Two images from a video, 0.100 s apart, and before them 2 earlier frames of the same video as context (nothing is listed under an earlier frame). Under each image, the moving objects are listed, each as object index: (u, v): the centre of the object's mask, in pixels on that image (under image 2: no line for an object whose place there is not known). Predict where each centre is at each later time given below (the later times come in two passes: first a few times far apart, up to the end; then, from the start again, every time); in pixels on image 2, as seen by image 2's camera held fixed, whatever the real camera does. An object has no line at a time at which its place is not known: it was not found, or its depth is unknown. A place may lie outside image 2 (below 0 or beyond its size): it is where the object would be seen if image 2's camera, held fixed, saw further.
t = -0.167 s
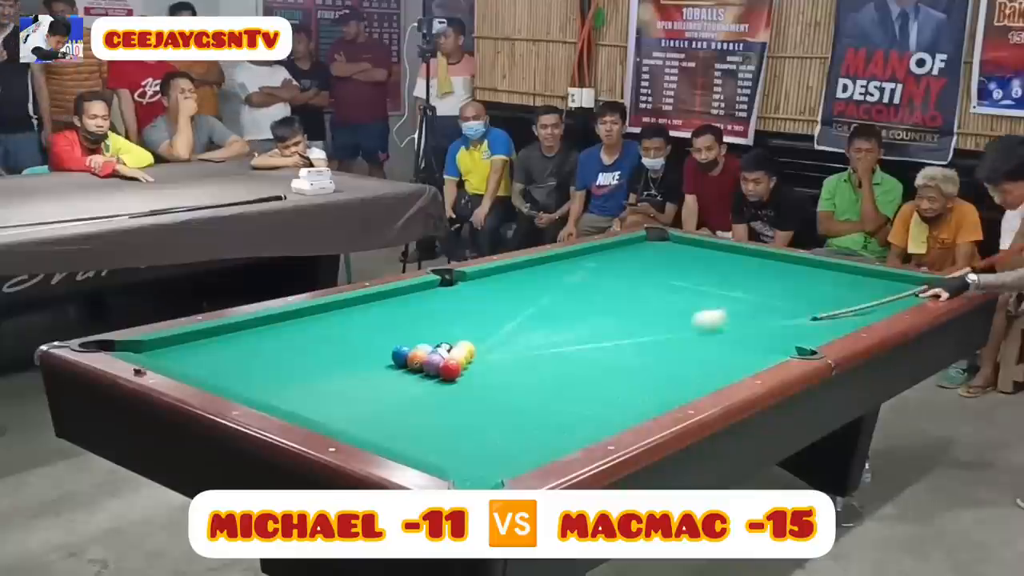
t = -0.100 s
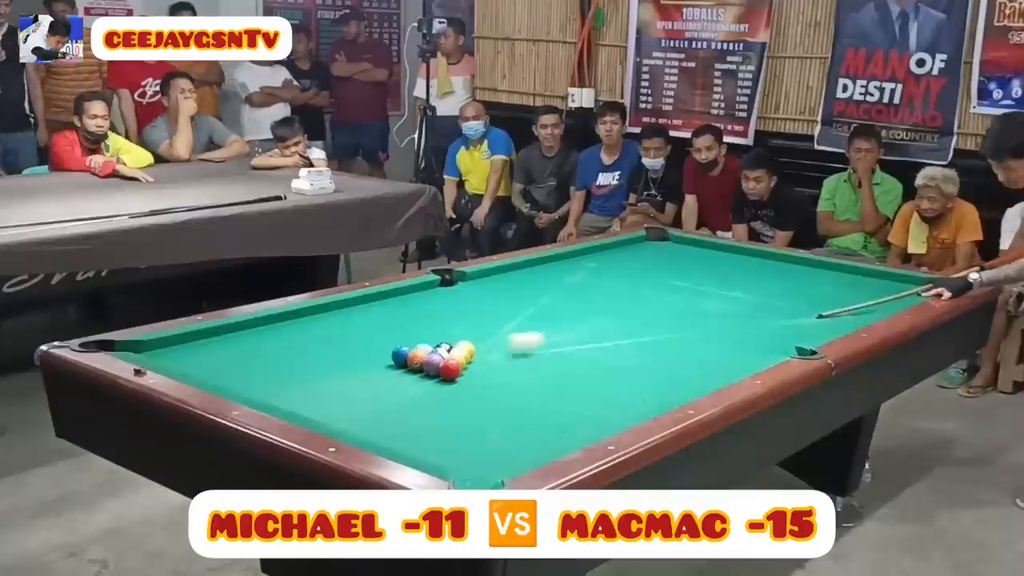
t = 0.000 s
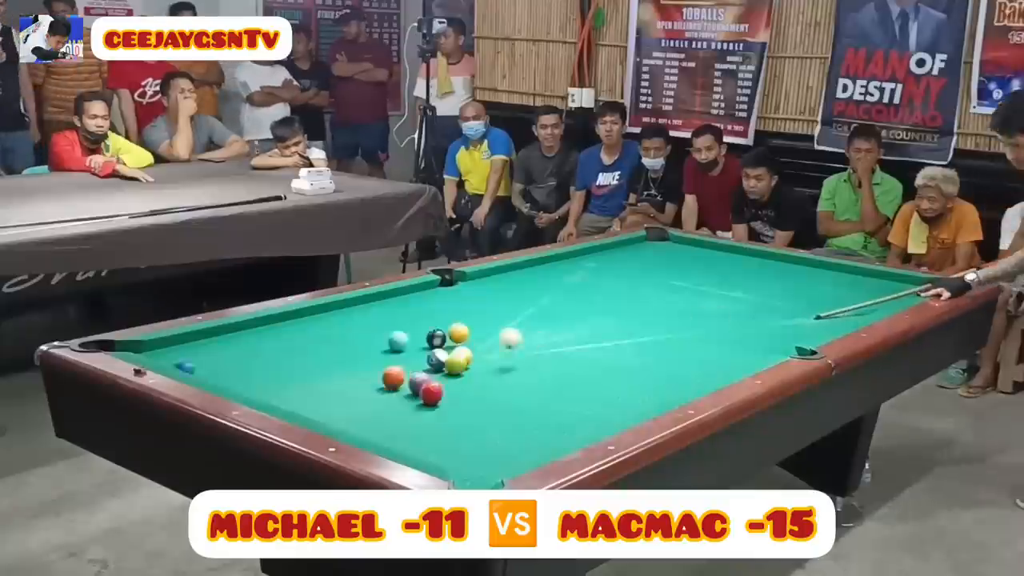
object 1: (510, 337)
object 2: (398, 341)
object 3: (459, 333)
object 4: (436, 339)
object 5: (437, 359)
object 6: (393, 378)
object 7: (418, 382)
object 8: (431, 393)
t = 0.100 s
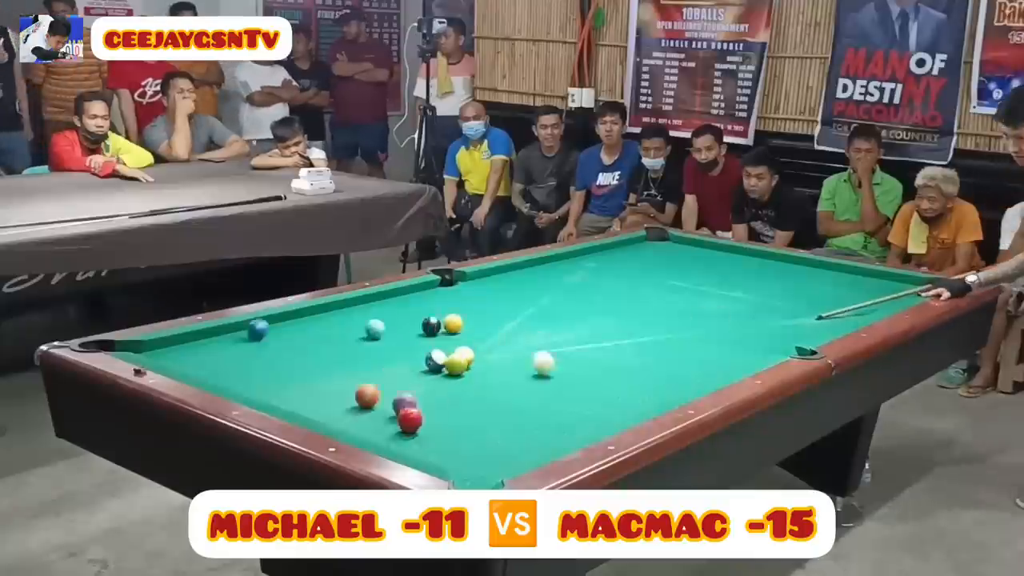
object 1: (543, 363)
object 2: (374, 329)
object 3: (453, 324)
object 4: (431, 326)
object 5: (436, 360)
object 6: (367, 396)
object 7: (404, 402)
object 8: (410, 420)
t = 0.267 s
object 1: (584, 377)
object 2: (343, 313)
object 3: (446, 306)
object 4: (427, 309)
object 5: (434, 362)
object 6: (339, 419)
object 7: (381, 436)
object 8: (424, 441)
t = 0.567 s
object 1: (636, 402)
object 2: (389, 311)
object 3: (450, 284)
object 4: (510, 307)
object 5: (430, 364)
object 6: (431, 407)
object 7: (488, 434)
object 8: (544, 428)
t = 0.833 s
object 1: (623, 395)
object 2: (450, 314)
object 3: (511, 283)
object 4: (569, 305)
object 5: (429, 365)
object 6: (502, 396)
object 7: (575, 427)
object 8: (613, 411)
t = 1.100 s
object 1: (606, 385)
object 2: (509, 317)
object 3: (567, 282)
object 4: (625, 302)
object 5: (428, 365)
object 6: (566, 387)
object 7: (605, 410)
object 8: (633, 390)
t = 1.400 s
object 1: (630, 372)
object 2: (574, 321)
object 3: (627, 281)
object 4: (682, 298)
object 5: (428, 365)
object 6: (586, 380)
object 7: (619, 389)
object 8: (652, 368)
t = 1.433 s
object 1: (633, 370)
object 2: (581, 322)
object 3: (634, 281)
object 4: (688, 298)
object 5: (429, 365)
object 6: (587, 379)
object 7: (620, 387)
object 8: (654, 366)
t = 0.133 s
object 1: (552, 363)
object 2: (368, 326)
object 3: (451, 320)
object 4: (430, 322)
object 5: (435, 361)
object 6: (358, 402)
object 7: (399, 409)
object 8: (403, 428)
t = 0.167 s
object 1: (561, 363)
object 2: (362, 323)
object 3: (450, 316)
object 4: (428, 319)
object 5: (435, 361)
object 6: (349, 408)
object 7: (395, 417)
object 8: (396, 436)
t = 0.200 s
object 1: (569, 368)
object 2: (355, 319)
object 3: (449, 313)
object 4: (427, 315)
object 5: (435, 361)
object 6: (340, 415)
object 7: (389, 424)
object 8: (394, 440)
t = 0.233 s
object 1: (578, 375)
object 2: (349, 316)
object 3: (447, 309)
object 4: (426, 312)
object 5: (434, 361)
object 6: (332, 418)
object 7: (384, 433)
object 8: (409, 442)
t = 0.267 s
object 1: (584, 377)
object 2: (343, 313)
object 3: (446, 306)
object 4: (427, 309)
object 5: (434, 362)
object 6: (339, 419)
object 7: (381, 436)
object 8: (424, 441)
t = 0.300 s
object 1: (591, 381)
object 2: (337, 310)
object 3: (447, 301)
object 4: (438, 310)
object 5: (433, 362)
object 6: (351, 419)
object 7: (393, 438)
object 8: (439, 439)
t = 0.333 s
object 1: (596, 384)
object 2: (330, 307)
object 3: (442, 299)
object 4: (450, 311)
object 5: (433, 362)
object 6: (361, 418)
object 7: (406, 438)
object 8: (452, 438)
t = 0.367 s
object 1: (602, 387)
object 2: (340, 307)
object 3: (442, 297)
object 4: (460, 310)
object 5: (432, 363)
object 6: (372, 416)
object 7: (418, 438)
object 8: (466, 436)
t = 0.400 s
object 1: (608, 390)
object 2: (349, 308)
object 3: (441, 294)
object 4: (470, 310)
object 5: (432, 363)
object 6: (382, 414)
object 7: (430, 438)
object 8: (479, 435)
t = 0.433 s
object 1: (613, 393)
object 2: (357, 308)
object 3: (440, 291)
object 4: (478, 310)
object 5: (431, 363)
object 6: (392, 413)
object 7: (442, 437)
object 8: (492, 434)
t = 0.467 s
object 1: (619, 396)
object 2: (365, 309)
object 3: (438, 288)
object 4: (487, 310)
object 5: (431, 364)
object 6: (402, 411)
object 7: (454, 436)
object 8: (505, 432)
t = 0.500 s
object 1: (625, 398)
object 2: (373, 310)
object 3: (437, 285)
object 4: (495, 309)
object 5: (431, 364)
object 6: (411, 410)
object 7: (465, 435)
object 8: (518, 431)
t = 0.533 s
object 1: (630, 401)
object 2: (381, 310)
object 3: (441, 284)
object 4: (503, 309)
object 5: (430, 364)
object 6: (421, 408)
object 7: (477, 434)
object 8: (531, 429)
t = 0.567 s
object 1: (636, 402)
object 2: (389, 311)
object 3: (450, 284)
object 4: (510, 307)
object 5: (430, 364)
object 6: (431, 407)
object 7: (488, 434)
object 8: (544, 428)
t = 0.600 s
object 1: (640, 403)
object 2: (396, 311)
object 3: (458, 284)
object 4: (518, 308)
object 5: (430, 364)
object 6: (440, 405)
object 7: (499, 433)
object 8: (556, 427)
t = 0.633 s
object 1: (637, 402)
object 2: (404, 311)
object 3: (466, 284)
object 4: (525, 308)
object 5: (430, 365)
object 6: (449, 404)
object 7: (511, 432)
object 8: (568, 426)
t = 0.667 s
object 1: (634, 402)
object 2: (412, 312)
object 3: (473, 284)
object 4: (533, 307)
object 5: (430, 364)
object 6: (458, 402)
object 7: (522, 432)
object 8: (580, 424)
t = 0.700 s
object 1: (632, 401)
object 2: (420, 312)
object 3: (481, 284)
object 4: (540, 306)
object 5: (429, 365)
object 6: (467, 401)
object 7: (533, 431)
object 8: (591, 421)
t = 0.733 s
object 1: (630, 400)
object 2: (427, 313)
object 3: (489, 283)
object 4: (548, 306)
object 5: (429, 365)
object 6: (476, 400)
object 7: (543, 431)
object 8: (603, 418)
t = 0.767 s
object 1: (628, 399)
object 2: (435, 313)
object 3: (496, 283)
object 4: (555, 305)
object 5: (429, 365)
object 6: (485, 399)
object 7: (554, 430)
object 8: (607, 416)
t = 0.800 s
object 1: (625, 397)
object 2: (443, 314)
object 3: (503, 283)
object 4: (562, 305)
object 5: (429, 365)
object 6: (493, 397)
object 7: (565, 428)
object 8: (610, 414)
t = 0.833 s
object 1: (623, 395)
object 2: (450, 314)
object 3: (511, 283)
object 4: (569, 305)
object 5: (429, 365)
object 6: (502, 396)
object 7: (575, 427)
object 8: (613, 411)
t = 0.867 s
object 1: (621, 392)
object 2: (458, 314)
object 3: (518, 283)
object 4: (577, 305)
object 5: (429, 365)
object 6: (510, 395)
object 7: (584, 425)
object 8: (615, 409)
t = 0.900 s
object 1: (618, 390)
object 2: (465, 315)
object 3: (525, 283)
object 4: (584, 304)
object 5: (429, 365)
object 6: (518, 393)
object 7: (593, 422)
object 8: (618, 407)
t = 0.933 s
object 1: (615, 389)
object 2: (473, 315)
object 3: (532, 282)
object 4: (591, 304)
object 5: (429, 365)
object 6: (527, 392)
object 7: (595, 420)
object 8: (621, 404)
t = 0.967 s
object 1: (613, 389)
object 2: (480, 315)
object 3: (539, 282)
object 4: (598, 303)
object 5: (429, 365)
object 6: (535, 391)
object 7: (598, 418)
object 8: (624, 402)
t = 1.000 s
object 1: (611, 388)
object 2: (487, 316)
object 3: (546, 282)
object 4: (604, 303)
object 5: (429, 365)
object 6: (542, 390)
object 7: (599, 417)
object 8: (626, 399)
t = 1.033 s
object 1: (609, 387)
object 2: (495, 316)
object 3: (553, 282)
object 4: (611, 302)
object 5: (428, 365)
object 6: (550, 389)
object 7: (602, 414)
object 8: (628, 395)
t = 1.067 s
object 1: (608, 386)
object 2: (502, 317)
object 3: (560, 282)
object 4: (618, 302)
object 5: (428, 365)
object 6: (558, 388)
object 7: (603, 413)
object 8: (631, 393)
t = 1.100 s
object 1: (606, 385)
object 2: (509, 317)
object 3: (567, 282)
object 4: (625, 302)
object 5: (428, 365)
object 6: (566, 387)
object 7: (605, 410)
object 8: (633, 390)
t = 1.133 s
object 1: (603, 384)
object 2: (517, 318)
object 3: (574, 282)
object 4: (631, 301)
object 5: (428, 365)
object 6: (573, 386)
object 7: (607, 408)
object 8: (635, 387)
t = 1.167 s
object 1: (602, 382)
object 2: (524, 318)
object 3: (580, 282)
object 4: (638, 301)
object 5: (428, 365)
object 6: (580, 385)
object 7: (609, 406)
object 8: (637, 385)
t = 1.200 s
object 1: (607, 380)
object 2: (531, 318)
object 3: (587, 282)
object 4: (644, 301)
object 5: (428, 365)
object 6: (581, 384)
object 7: (610, 403)
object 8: (639, 382)
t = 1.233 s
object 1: (612, 378)
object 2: (538, 319)
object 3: (594, 282)
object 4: (651, 300)
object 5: (428, 365)
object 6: (581, 383)
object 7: (612, 400)
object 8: (641, 380)
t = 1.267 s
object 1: (616, 377)
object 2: (545, 319)
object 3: (601, 282)
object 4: (657, 300)
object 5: (429, 365)
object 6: (582, 382)
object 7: (613, 398)
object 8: (644, 377)
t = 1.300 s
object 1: (620, 376)
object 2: (552, 320)
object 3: (608, 281)
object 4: (663, 300)
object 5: (428, 365)
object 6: (583, 382)
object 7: (615, 396)
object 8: (646, 375)
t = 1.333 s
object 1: (623, 374)
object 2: (559, 320)
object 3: (614, 281)
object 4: (670, 299)
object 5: (428, 365)
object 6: (584, 381)
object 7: (616, 394)
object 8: (647, 373)
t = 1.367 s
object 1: (627, 373)
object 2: (567, 321)
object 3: (621, 281)
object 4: (676, 299)
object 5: (428, 365)
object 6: (585, 380)
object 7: (618, 391)
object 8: (650, 370)
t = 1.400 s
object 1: (630, 372)
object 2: (574, 321)
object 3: (627, 281)
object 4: (682, 298)
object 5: (428, 365)
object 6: (586, 380)
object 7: (619, 389)
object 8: (652, 368)
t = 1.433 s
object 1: (633, 370)
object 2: (581, 322)
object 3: (634, 281)
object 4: (688, 298)
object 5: (429, 365)
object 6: (587, 379)
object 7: (620, 387)
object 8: (654, 366)
